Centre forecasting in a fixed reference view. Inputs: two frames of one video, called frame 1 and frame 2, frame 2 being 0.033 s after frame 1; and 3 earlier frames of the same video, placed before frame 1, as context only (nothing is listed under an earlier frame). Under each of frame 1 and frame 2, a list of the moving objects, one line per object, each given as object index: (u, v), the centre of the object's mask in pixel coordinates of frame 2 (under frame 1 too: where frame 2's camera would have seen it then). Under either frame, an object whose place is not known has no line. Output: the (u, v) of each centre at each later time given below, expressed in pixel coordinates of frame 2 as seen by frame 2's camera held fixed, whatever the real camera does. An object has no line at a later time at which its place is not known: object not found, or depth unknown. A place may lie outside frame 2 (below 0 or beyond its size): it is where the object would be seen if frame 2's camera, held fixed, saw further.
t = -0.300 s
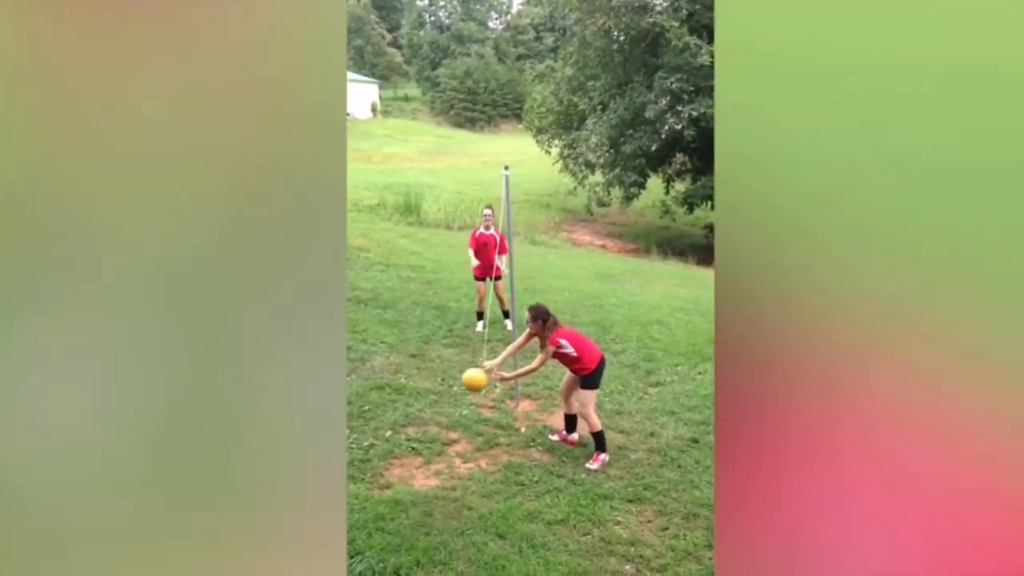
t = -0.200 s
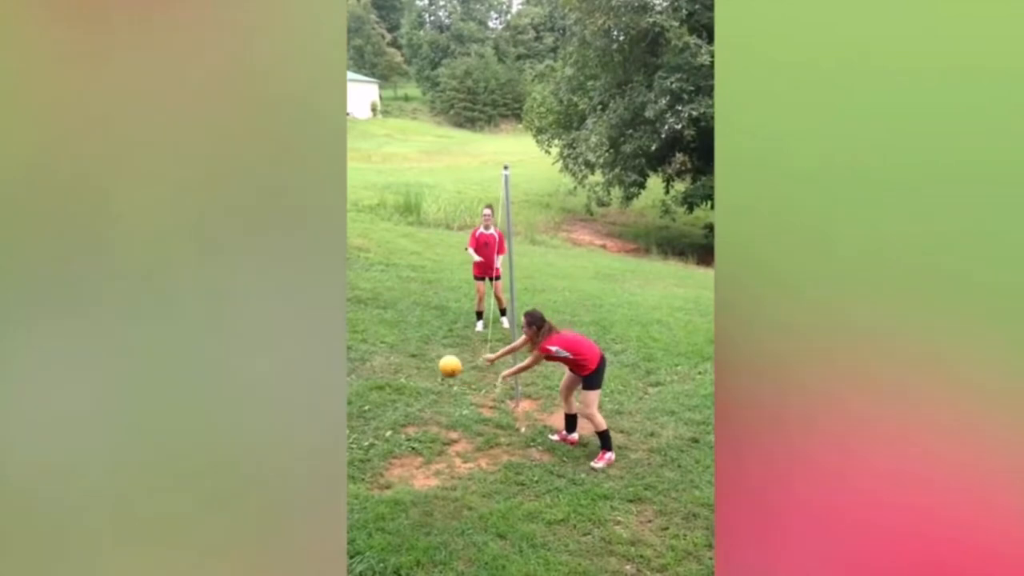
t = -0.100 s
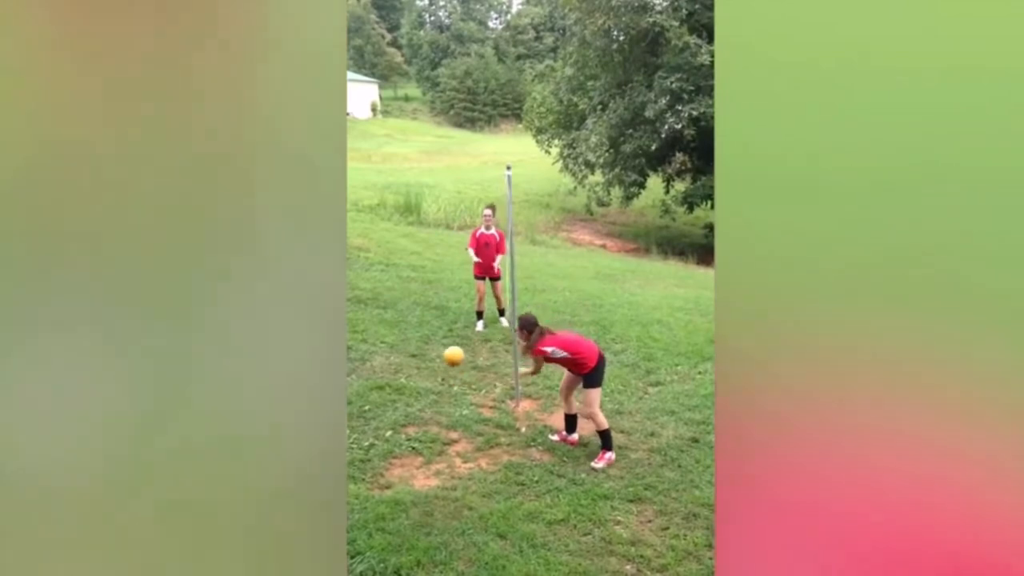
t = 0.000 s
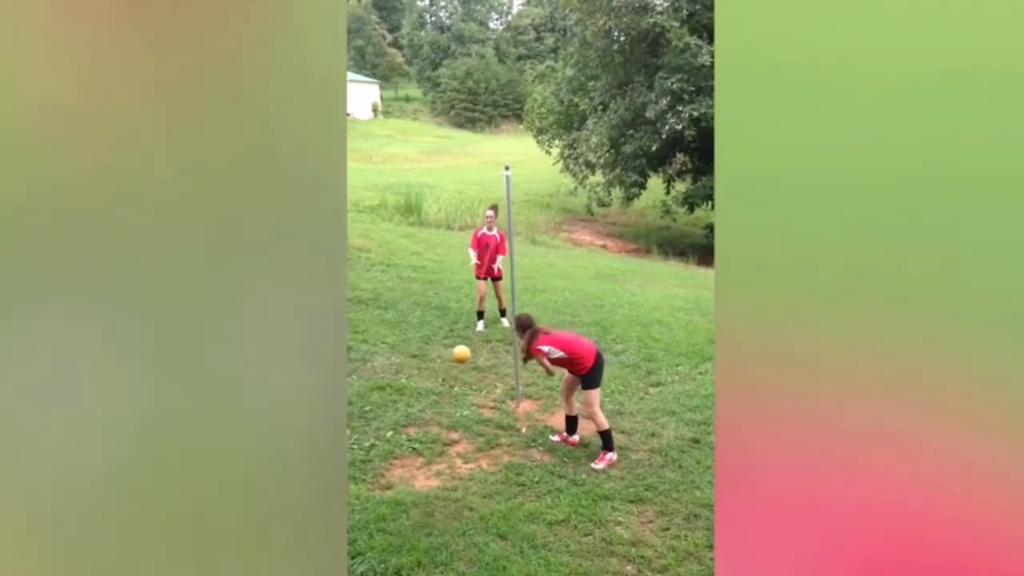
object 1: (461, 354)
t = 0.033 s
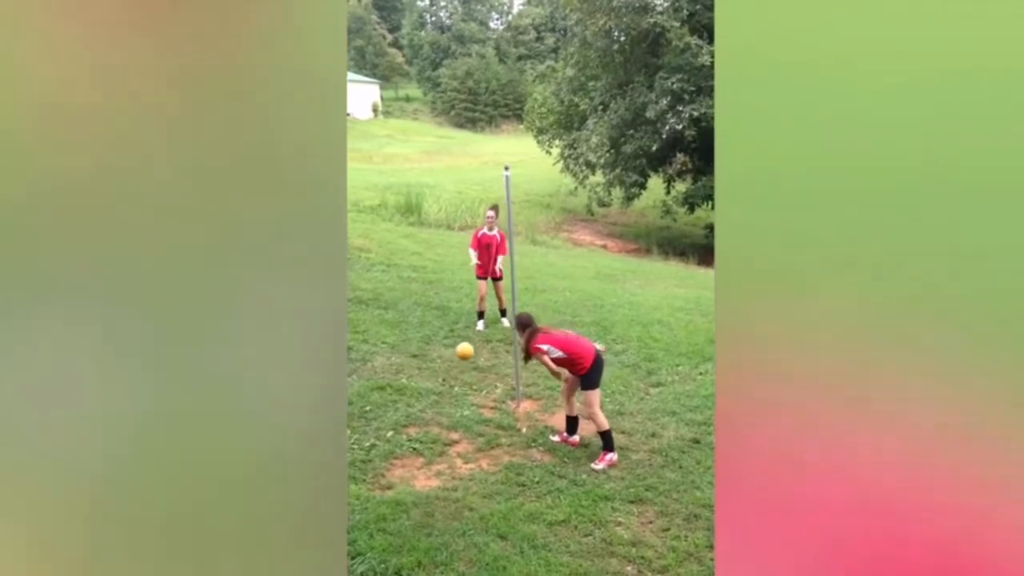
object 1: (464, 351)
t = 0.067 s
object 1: (469, 343)
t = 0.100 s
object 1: (475, 329)
